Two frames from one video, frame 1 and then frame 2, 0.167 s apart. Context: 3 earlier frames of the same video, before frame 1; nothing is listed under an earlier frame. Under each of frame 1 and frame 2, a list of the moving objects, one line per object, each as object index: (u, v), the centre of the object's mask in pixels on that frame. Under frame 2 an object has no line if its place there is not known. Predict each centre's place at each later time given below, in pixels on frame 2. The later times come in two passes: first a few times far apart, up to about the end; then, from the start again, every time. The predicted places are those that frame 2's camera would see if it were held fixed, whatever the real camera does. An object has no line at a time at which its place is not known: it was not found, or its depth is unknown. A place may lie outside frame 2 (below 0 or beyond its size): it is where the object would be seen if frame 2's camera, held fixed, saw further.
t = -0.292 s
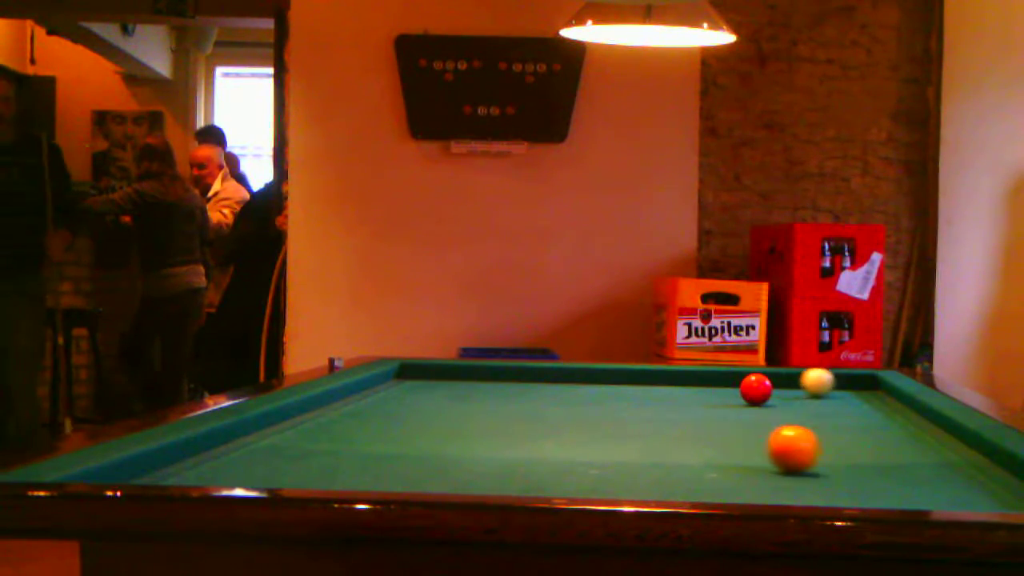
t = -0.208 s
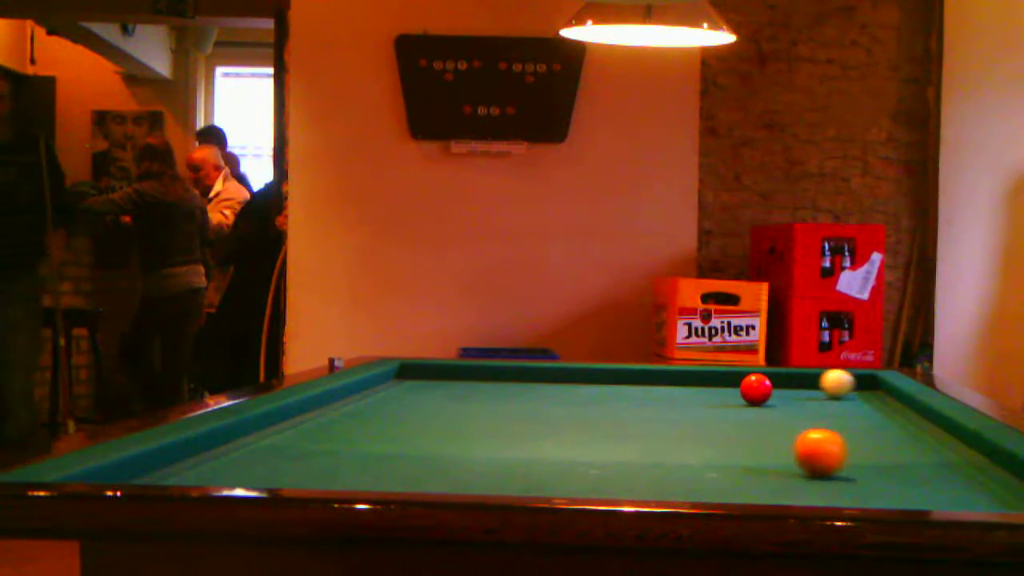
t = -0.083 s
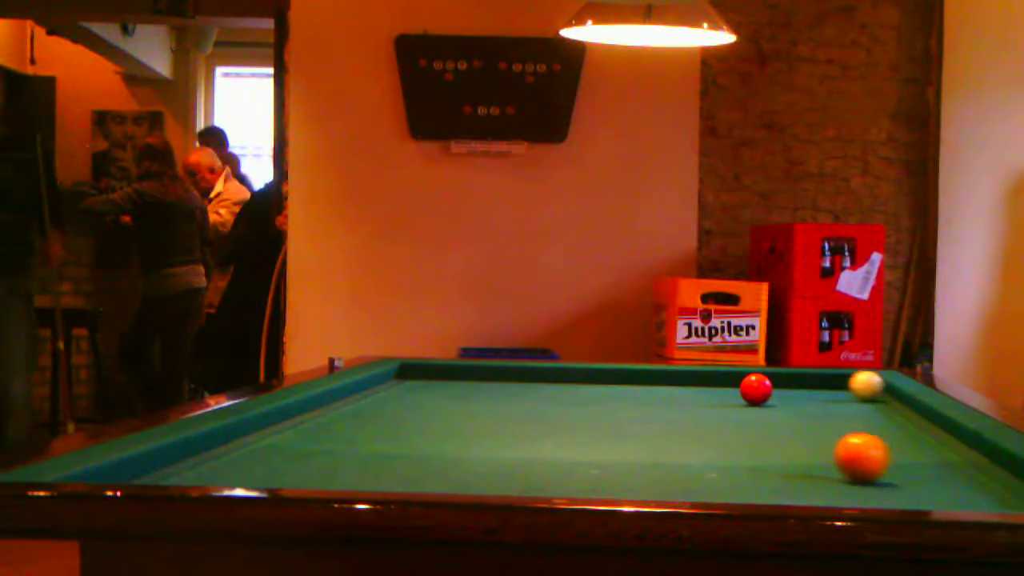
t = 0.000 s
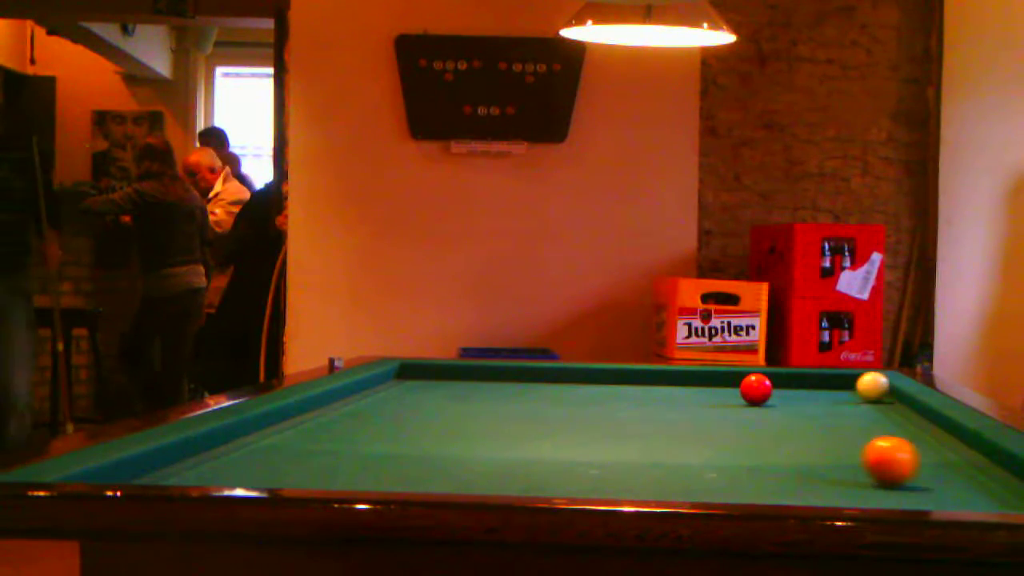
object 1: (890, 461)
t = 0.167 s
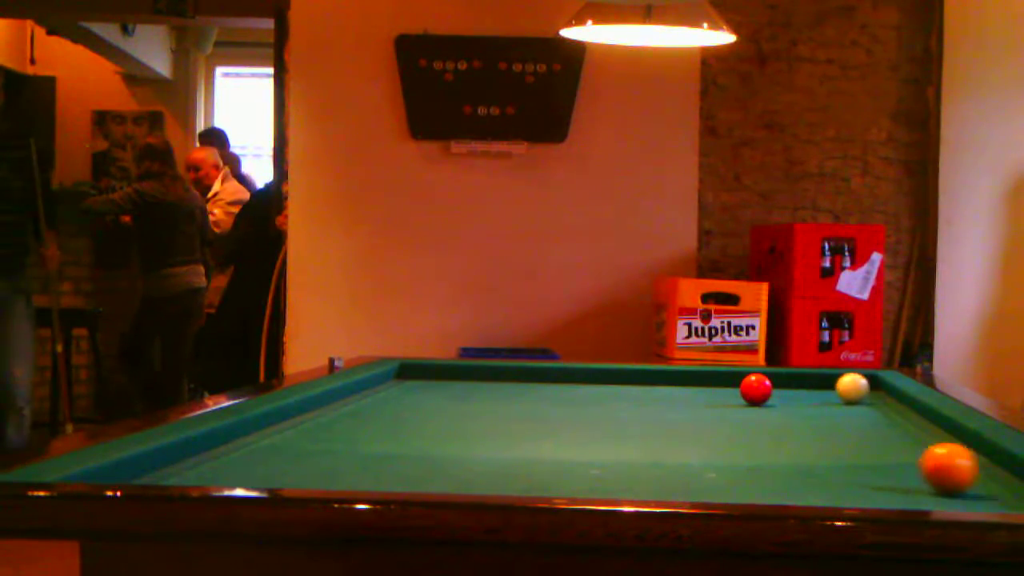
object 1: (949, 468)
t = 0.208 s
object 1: (968, 472)
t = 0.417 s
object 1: (1004, 480)
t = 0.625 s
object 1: (980, 481)
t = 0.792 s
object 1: (955, 482)
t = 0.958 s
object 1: (925, 485)
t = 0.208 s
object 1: (968, 472)
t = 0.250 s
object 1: (979, 474)
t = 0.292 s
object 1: (992, 478)
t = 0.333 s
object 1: (1001, 481)
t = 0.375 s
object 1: (1009, 480)
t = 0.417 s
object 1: (1004, 480)
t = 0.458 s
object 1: (1001, 481)
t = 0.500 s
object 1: (995, 486)
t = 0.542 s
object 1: (991, 485)
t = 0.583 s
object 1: (986, 481)
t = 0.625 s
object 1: (980, 481)
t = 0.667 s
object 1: (973, 481)
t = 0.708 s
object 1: (967, 483)
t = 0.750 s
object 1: (961, 483)
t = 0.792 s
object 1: (955, 482)
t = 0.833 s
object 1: (949, 483)
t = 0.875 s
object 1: (942, 483)
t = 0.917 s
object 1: (937, 483)
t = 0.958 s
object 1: (925, 485)
